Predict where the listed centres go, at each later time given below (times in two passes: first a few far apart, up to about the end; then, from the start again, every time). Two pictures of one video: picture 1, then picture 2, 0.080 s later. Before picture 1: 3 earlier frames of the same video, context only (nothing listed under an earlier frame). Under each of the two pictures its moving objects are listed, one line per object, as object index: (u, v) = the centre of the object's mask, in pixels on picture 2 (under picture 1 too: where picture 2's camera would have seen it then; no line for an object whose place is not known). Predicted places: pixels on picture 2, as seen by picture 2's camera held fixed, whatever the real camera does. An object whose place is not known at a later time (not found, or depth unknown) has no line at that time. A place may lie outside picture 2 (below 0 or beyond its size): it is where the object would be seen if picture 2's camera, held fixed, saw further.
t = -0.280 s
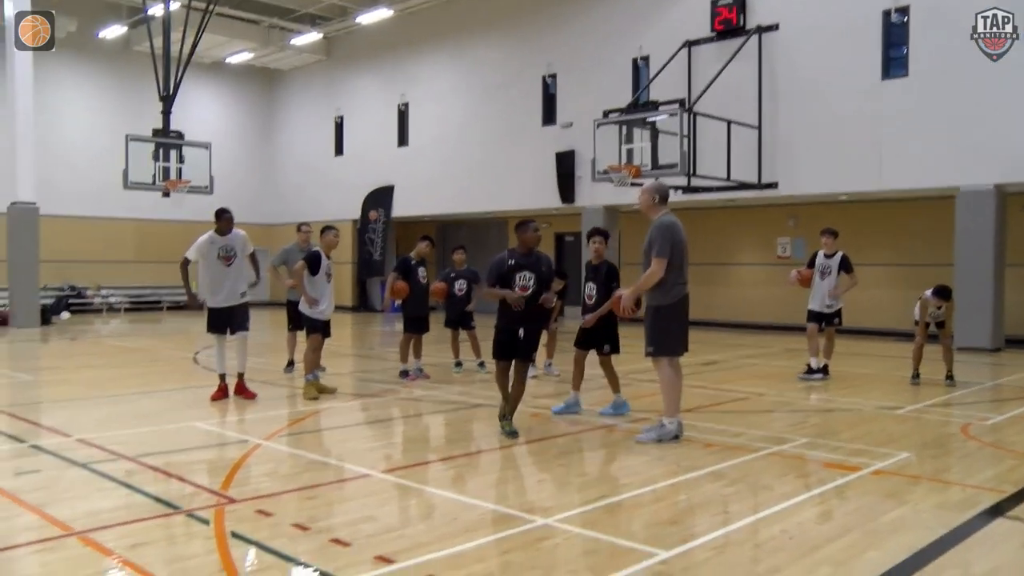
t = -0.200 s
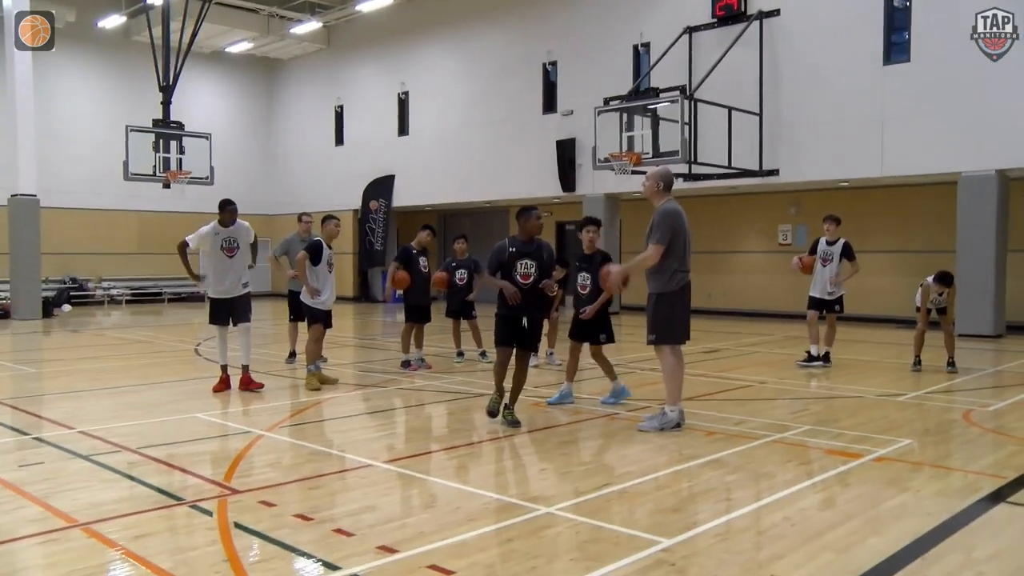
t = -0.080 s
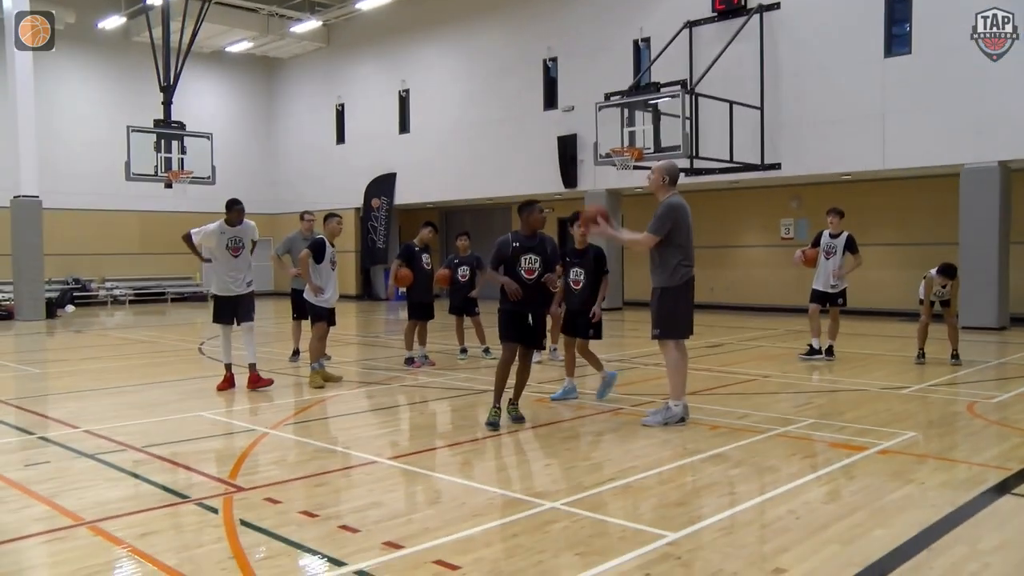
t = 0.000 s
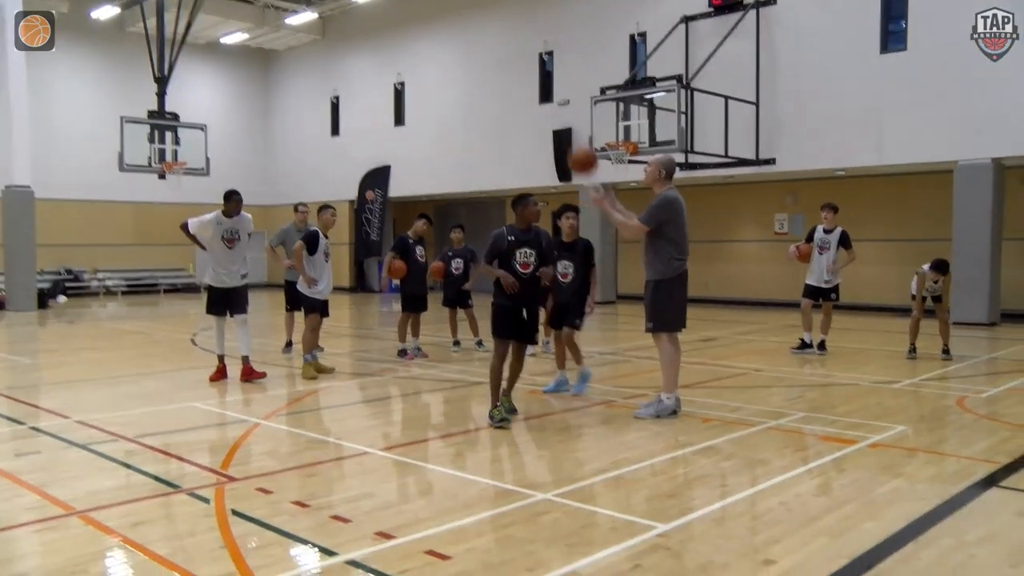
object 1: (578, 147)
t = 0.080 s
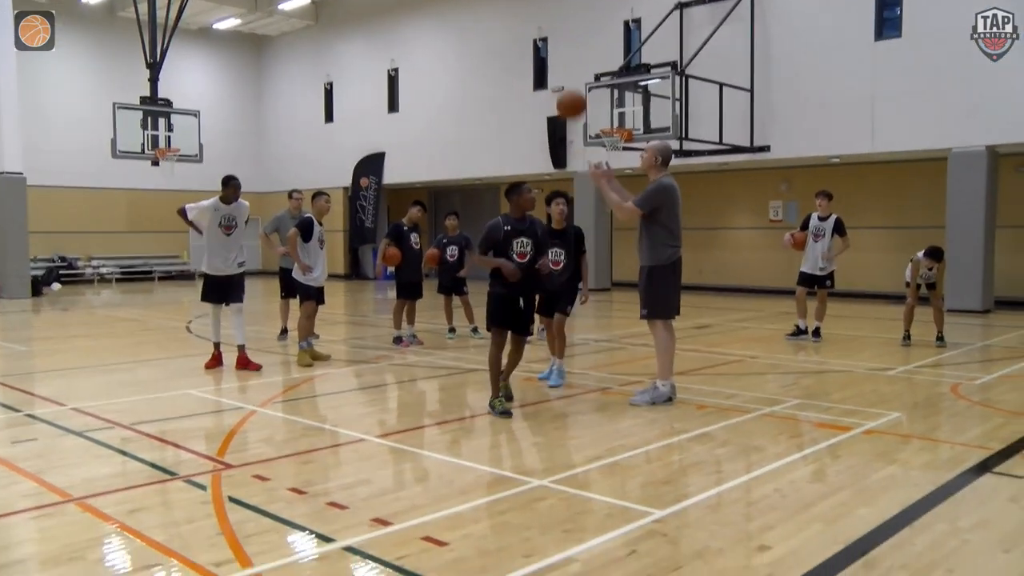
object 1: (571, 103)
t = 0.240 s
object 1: (559, 43)
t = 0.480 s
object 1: (543, 14)
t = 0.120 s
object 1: (568, 89)
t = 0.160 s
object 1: (565, 69)
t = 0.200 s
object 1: (563, 57)
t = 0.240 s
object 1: (559, 43)
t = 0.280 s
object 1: (557, 34)
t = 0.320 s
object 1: (556, 27)
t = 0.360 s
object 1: (552, 20)
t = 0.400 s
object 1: (550, 17)
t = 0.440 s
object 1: (546, 14)
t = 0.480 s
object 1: (543, 14)
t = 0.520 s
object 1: (541, 16)
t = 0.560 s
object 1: (537, 21)
